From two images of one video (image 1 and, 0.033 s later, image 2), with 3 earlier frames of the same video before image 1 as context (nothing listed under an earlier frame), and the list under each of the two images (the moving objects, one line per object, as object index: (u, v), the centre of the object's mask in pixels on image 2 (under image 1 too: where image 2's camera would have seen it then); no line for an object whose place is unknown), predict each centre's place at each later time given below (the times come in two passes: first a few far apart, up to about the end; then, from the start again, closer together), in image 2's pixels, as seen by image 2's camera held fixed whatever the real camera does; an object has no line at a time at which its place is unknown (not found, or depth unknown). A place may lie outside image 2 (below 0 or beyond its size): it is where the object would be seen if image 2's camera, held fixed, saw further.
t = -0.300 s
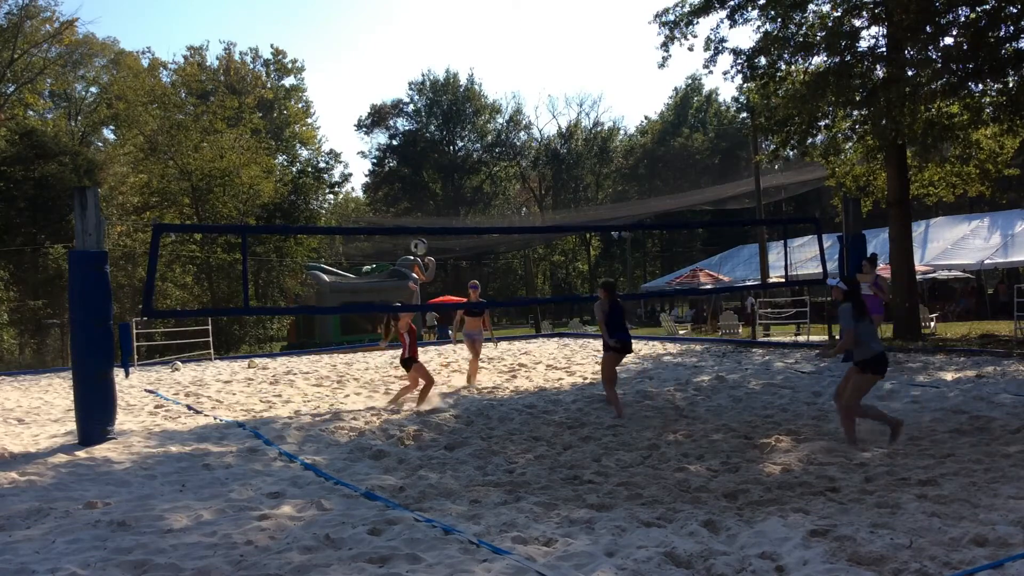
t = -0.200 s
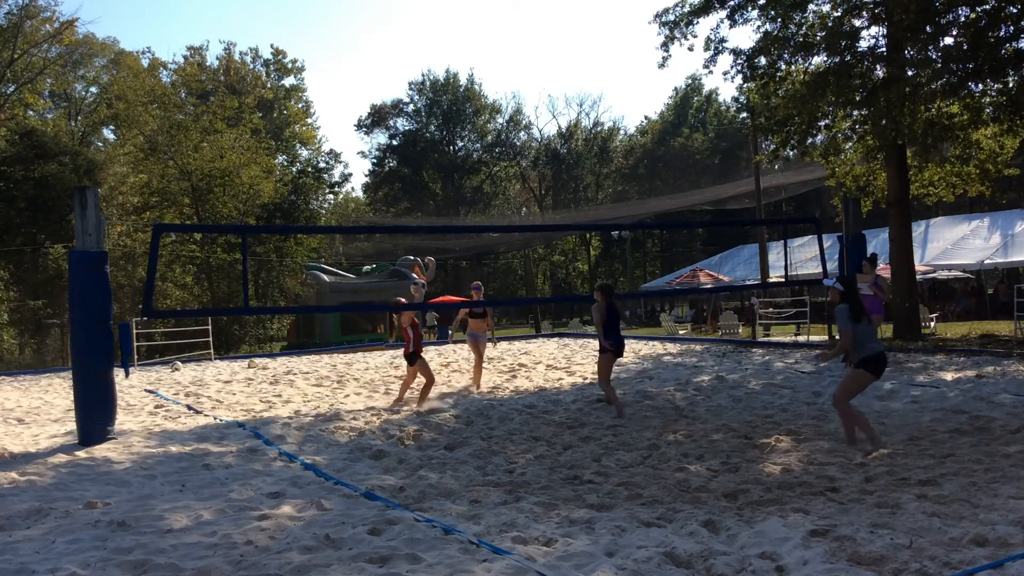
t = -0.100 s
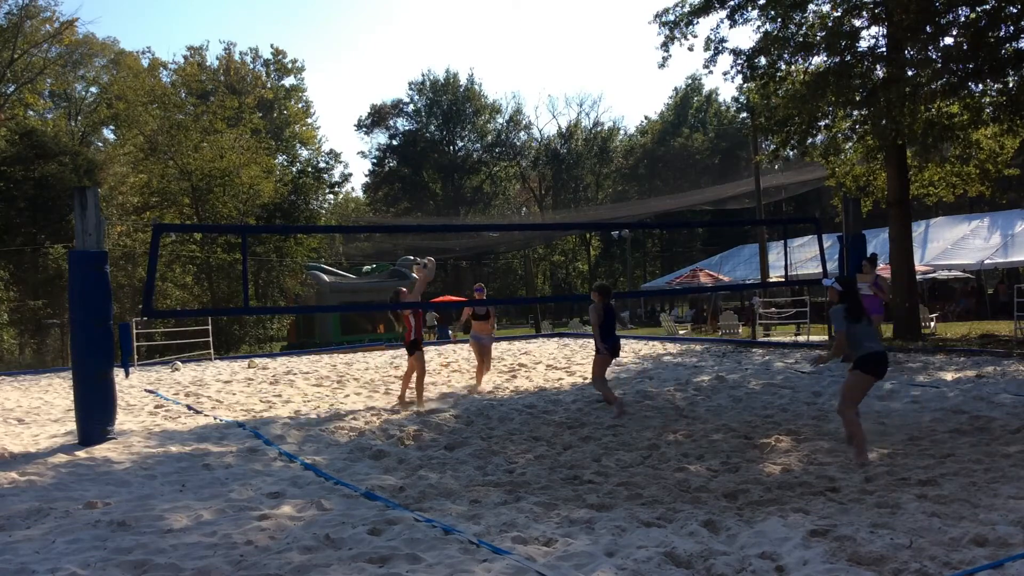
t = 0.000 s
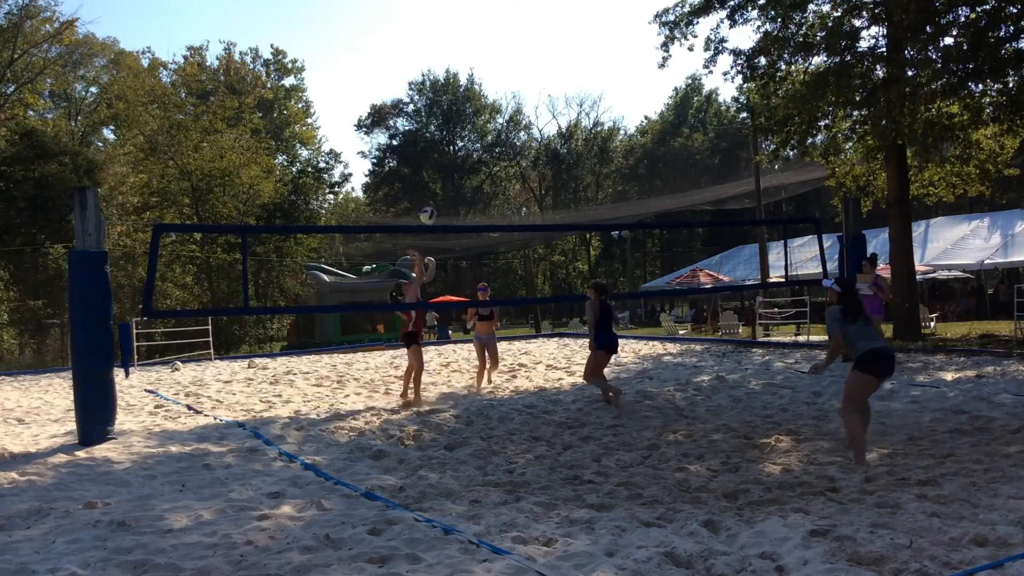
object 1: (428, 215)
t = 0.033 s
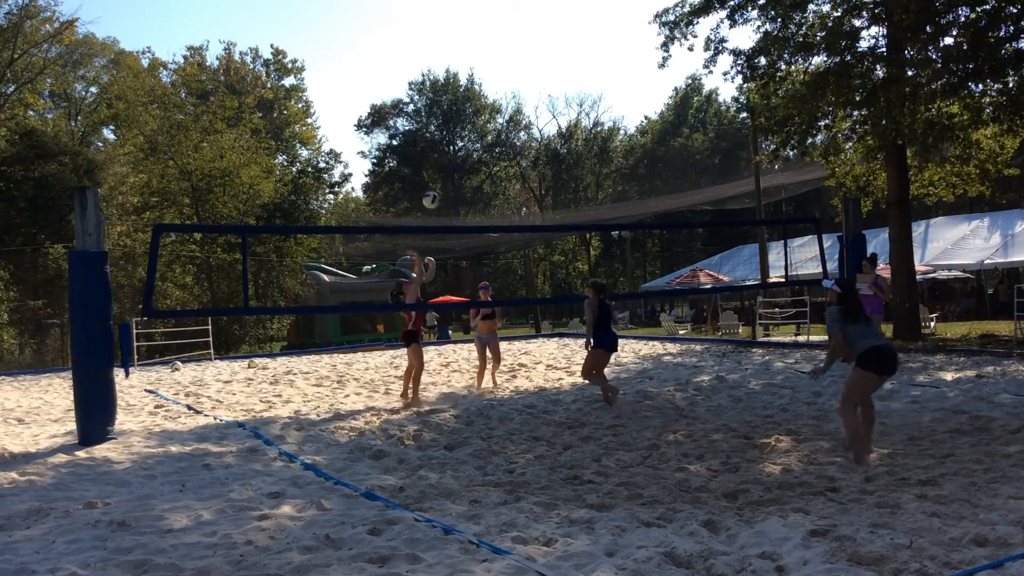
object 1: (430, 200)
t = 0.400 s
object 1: (459, 83)
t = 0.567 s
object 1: (471, 63)
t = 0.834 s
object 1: (493, 74)
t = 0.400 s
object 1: (459, 83)
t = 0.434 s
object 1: (460, 77)
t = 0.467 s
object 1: (463, 73)
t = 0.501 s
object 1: (466, 69)
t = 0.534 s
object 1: (468, 65)
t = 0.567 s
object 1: (471, 63)
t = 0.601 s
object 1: (473, 62)
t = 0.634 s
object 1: (476, 61)
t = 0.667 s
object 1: (479, 61)
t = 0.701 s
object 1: (482, 62)
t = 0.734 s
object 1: (484, 64)
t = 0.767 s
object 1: (487, 66)
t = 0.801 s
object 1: (490, 70)
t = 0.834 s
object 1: (493, 74)
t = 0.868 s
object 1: (496, 79)
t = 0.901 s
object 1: (499, 85)
